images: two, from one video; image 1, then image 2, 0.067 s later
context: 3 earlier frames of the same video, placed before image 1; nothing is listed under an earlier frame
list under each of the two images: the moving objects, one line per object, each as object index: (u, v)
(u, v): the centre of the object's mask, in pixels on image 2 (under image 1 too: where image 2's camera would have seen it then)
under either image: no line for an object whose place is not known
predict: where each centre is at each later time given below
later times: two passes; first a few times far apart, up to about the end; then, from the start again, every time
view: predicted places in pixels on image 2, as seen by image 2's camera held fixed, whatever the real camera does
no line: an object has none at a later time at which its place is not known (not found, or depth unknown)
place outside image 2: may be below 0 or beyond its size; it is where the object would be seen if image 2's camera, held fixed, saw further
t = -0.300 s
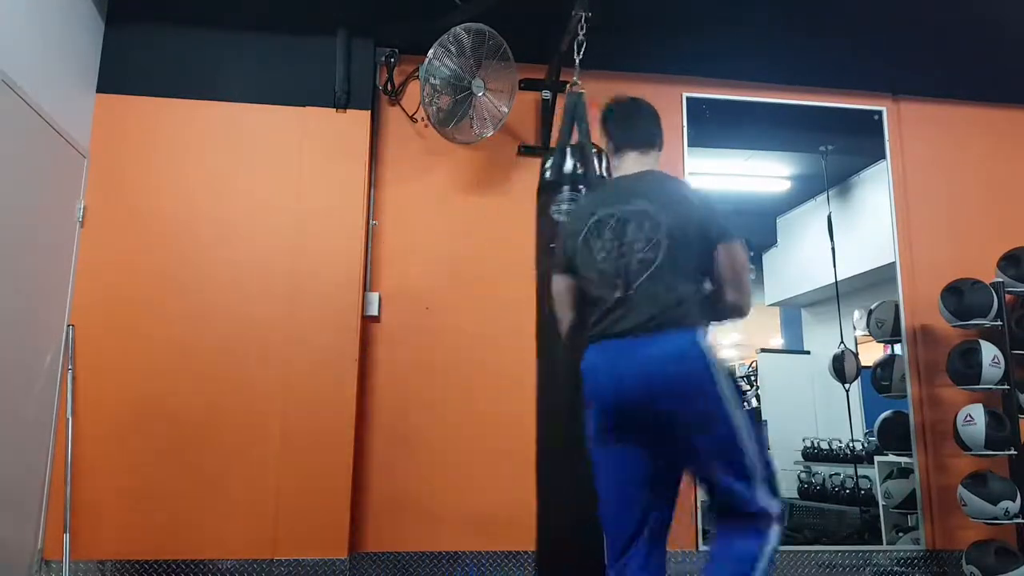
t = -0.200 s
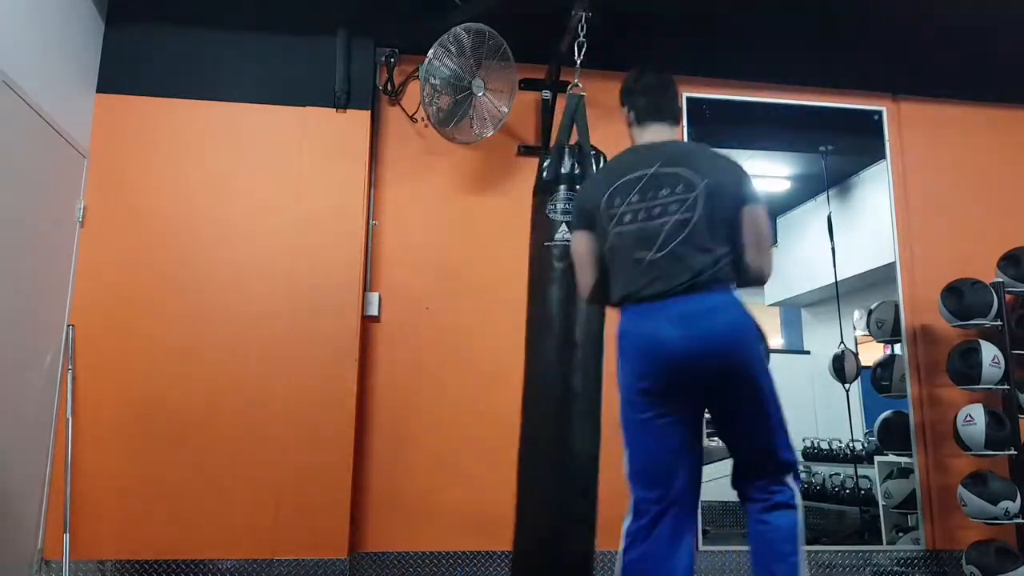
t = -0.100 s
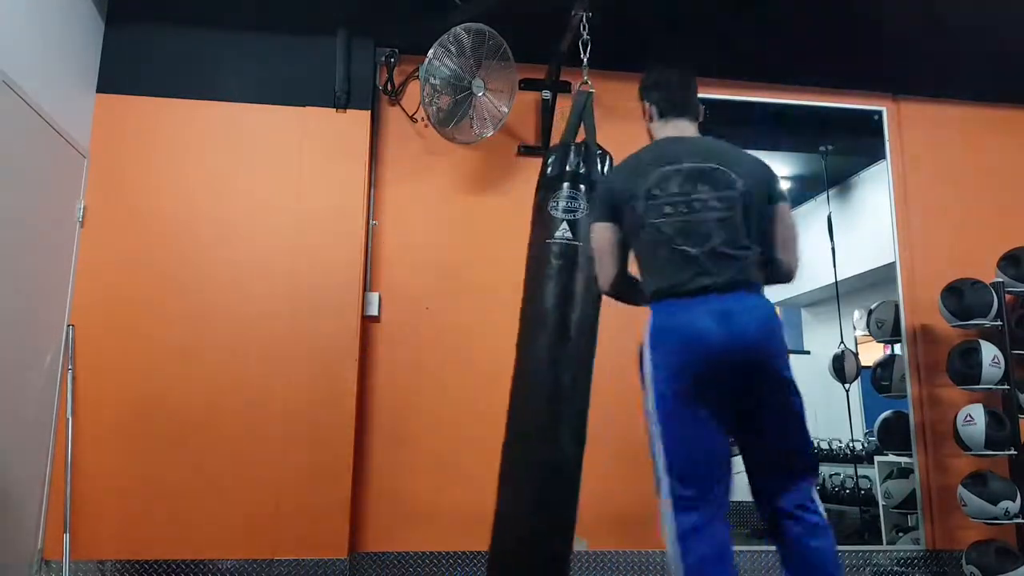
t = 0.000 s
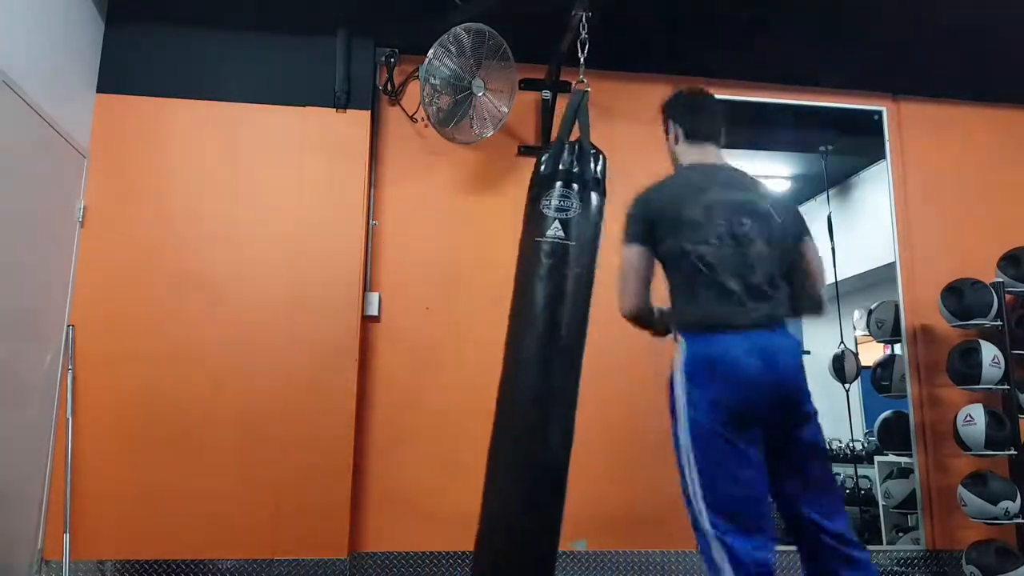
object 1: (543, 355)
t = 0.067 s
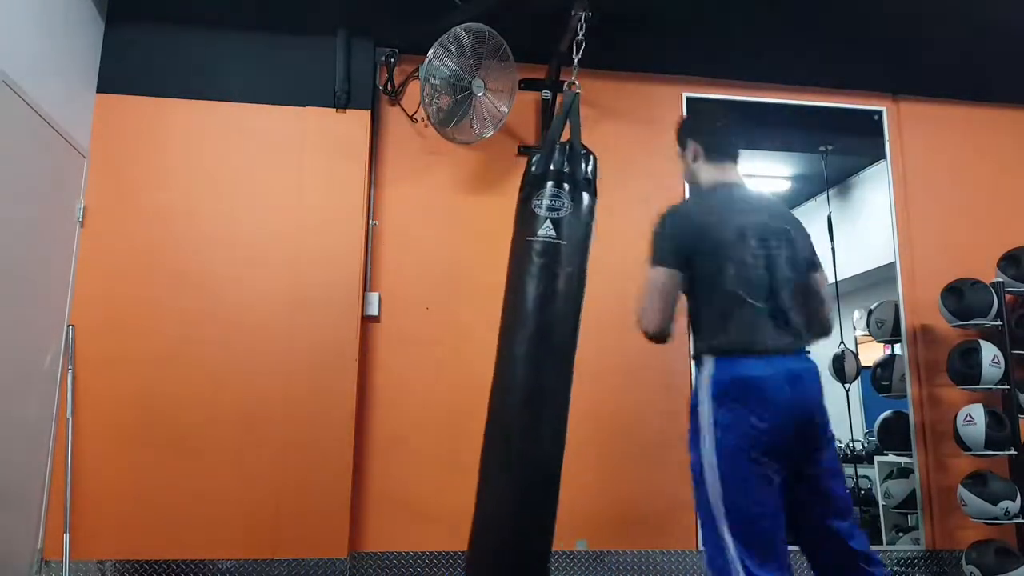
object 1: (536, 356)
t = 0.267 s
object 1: (528, 355)
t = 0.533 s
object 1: (533, 356)
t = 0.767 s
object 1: (559, 355)
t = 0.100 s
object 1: (532, 355)
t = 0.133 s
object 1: (530, 355)
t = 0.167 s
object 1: (529, 355)
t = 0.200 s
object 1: (528, 355)
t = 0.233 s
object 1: (528, 355)
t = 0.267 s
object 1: (528, 355)
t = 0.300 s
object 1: (528, 355)
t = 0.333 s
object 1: (528, 355)
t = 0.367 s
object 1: (529, 355)
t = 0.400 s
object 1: (529, 355)
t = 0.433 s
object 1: (529, 356)
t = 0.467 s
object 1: (530, 357)
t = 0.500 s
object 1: (531, 356)
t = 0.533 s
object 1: (533, 356)
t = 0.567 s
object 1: (536, 356)
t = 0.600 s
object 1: (539, 356)
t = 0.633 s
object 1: (543, 355)
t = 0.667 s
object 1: (547, 355)
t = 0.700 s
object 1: (551, 355)
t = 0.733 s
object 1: (555, 354)
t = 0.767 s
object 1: (559, 355)
